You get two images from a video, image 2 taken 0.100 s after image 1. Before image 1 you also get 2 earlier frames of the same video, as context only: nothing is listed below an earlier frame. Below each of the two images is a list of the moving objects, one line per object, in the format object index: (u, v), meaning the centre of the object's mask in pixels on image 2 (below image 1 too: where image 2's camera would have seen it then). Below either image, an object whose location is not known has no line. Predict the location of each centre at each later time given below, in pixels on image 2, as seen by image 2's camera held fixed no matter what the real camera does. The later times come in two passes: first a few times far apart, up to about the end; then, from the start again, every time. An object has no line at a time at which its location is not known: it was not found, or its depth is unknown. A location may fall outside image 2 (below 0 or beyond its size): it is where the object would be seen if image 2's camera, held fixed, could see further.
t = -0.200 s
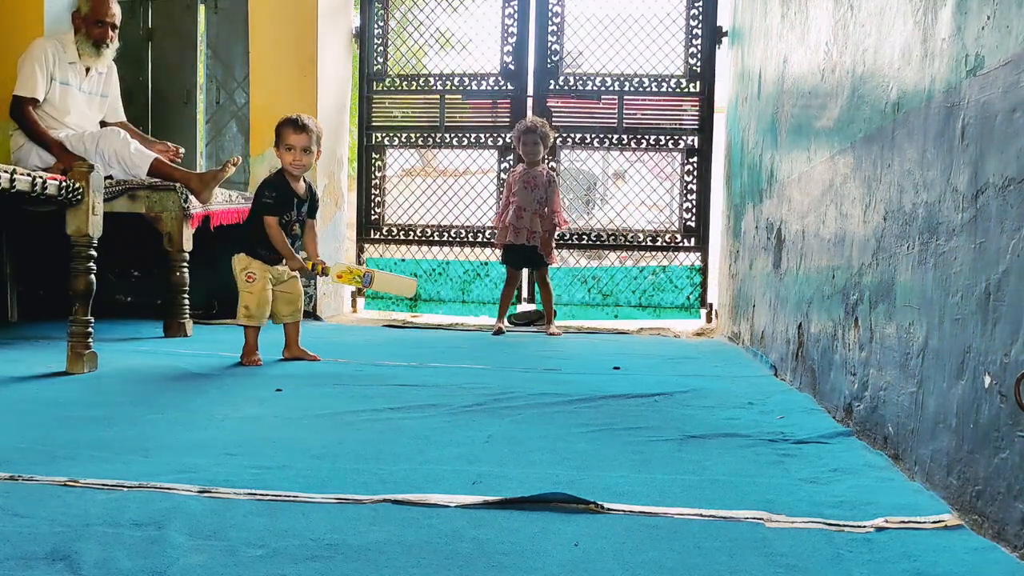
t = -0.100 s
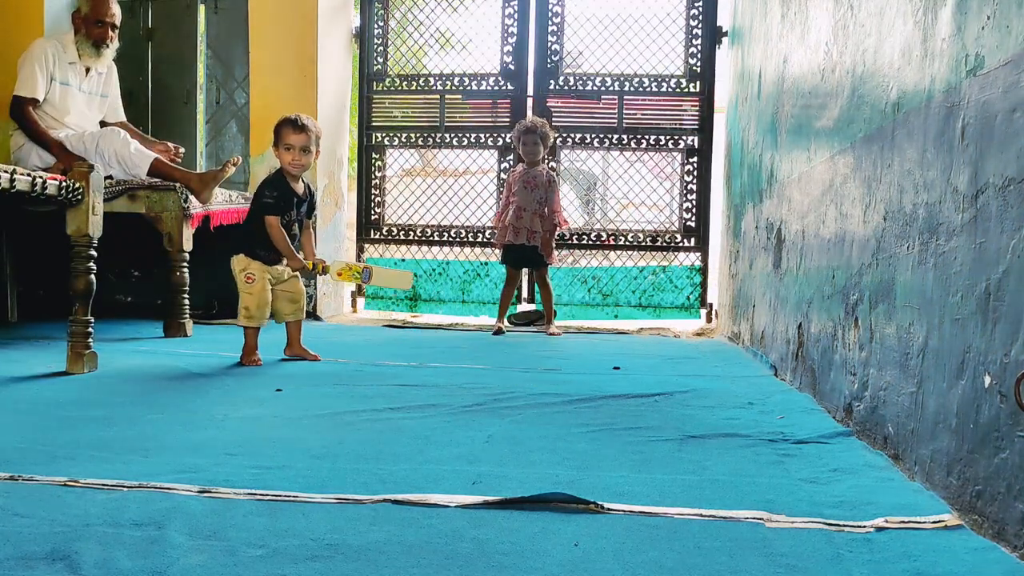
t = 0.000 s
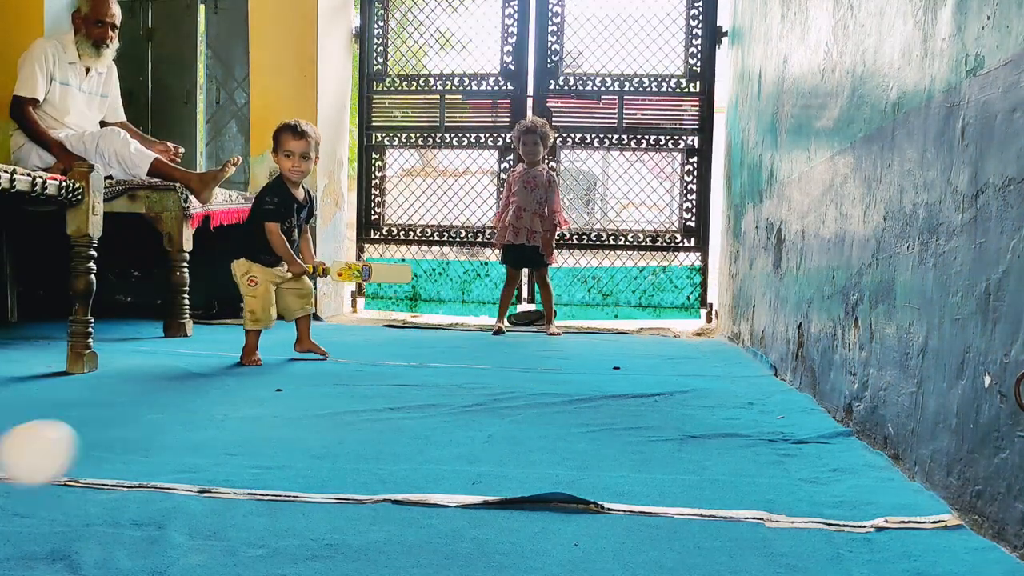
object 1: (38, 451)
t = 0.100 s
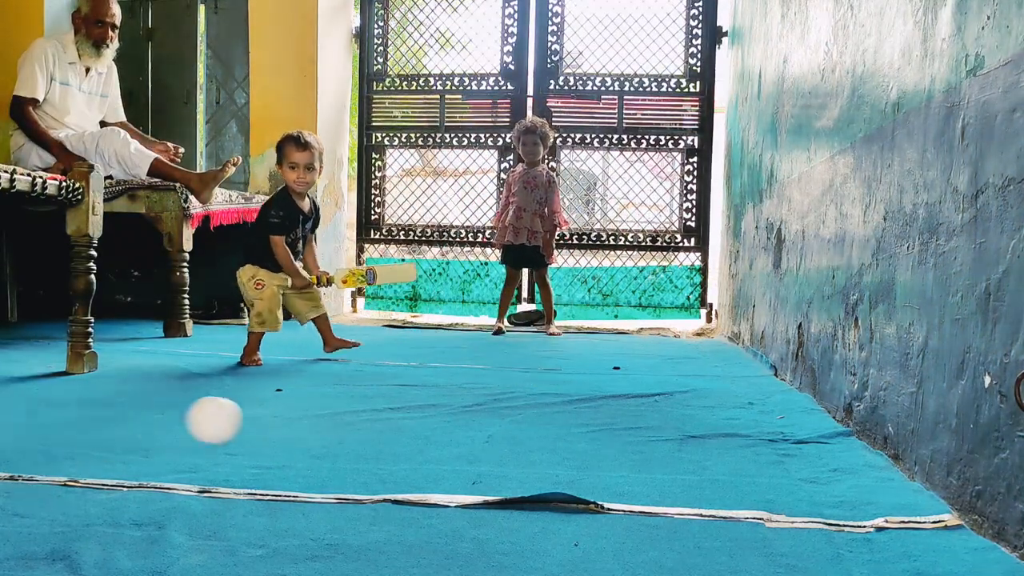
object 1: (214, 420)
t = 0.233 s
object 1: (333, 439)
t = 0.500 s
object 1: (428, 390)
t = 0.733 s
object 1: (475, 380)
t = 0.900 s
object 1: (497, 372)
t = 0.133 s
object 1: (253, 428)
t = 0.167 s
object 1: (286, 442)
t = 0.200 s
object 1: (314, 461)
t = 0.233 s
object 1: (333, 439)
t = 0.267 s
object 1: (349, 420)
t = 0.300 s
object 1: (363, 407)
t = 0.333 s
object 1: (376, 401)
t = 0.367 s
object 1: (389, 401)
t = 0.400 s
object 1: (400, 407)
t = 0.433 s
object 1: (411, 414)
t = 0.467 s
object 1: (419, 399)
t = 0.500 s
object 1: (428, 390)
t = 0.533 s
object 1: (435, 386)
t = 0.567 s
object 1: (442, 387)
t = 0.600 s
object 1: (449, 393)
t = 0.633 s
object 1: (456, 389)
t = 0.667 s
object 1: (463, 382)
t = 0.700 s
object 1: (469, 378)
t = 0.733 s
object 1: (475, 380)
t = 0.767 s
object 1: (481, 381)
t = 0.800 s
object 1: (485, 377)
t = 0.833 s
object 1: (488, 376)
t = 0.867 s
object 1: (493, 374)
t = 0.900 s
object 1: (497, 372)
